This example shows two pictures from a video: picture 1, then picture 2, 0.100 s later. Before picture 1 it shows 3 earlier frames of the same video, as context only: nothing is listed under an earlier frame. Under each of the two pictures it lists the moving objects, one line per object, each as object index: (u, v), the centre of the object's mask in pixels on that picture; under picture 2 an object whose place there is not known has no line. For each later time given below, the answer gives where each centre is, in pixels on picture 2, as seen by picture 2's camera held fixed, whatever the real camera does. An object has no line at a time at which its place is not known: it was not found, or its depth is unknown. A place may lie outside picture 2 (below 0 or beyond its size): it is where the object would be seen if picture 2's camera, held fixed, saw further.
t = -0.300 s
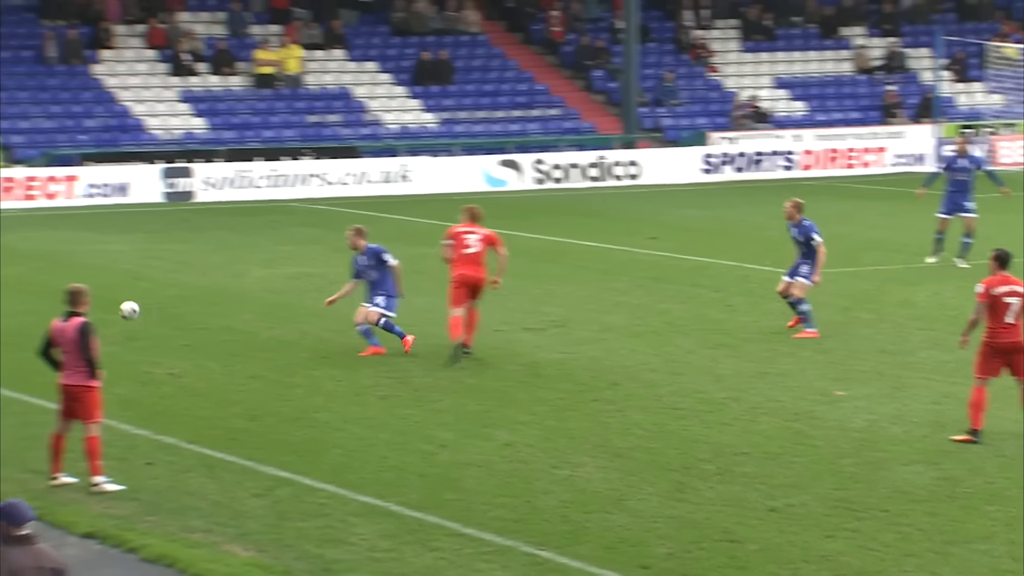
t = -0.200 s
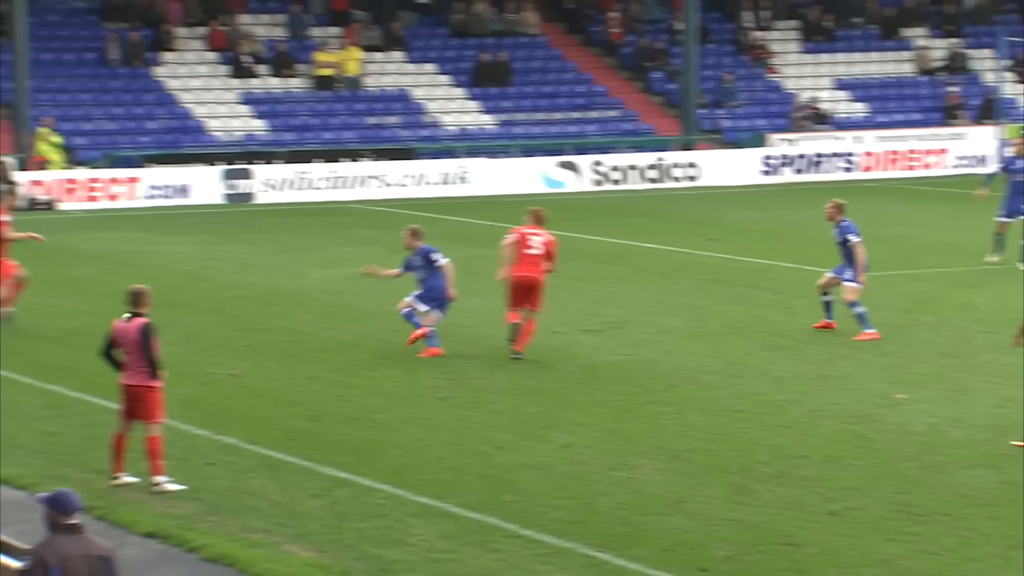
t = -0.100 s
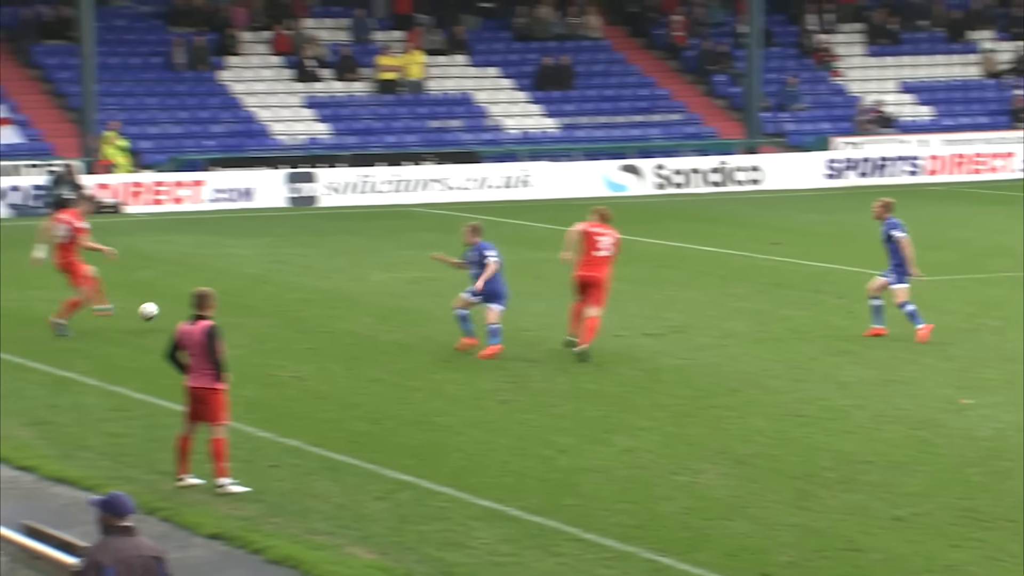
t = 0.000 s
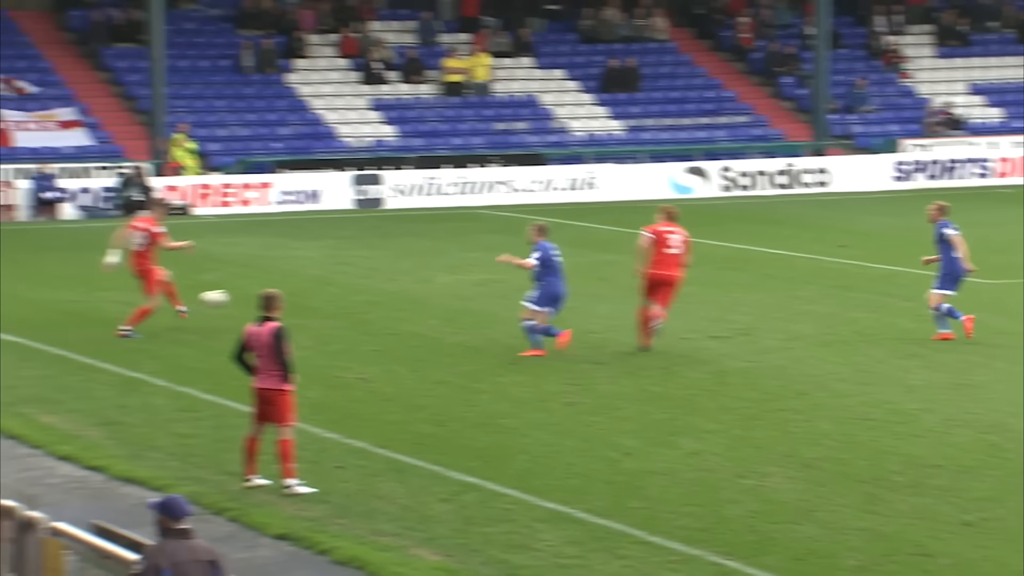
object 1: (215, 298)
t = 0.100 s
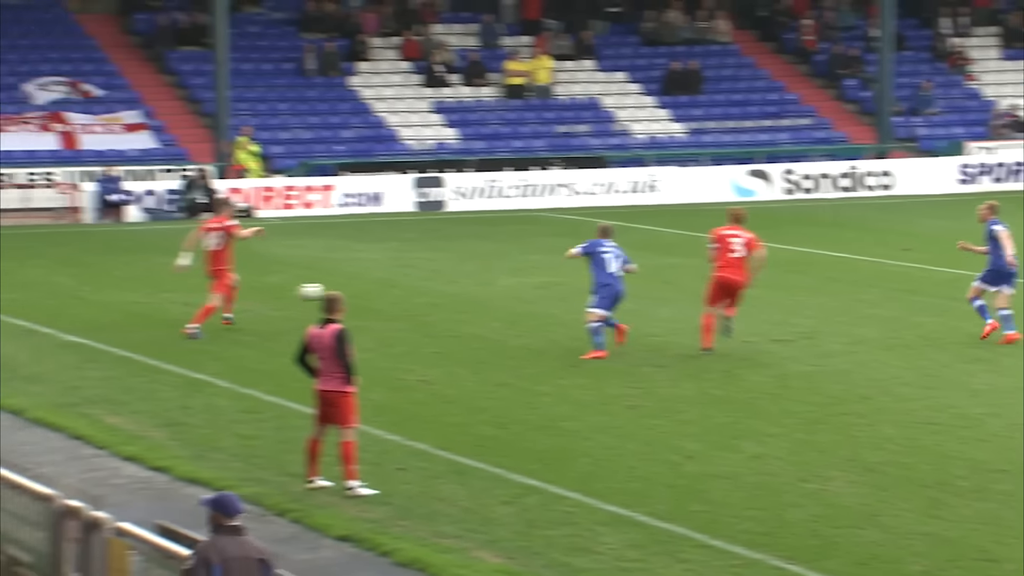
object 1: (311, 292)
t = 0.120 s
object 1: (315, 291)
